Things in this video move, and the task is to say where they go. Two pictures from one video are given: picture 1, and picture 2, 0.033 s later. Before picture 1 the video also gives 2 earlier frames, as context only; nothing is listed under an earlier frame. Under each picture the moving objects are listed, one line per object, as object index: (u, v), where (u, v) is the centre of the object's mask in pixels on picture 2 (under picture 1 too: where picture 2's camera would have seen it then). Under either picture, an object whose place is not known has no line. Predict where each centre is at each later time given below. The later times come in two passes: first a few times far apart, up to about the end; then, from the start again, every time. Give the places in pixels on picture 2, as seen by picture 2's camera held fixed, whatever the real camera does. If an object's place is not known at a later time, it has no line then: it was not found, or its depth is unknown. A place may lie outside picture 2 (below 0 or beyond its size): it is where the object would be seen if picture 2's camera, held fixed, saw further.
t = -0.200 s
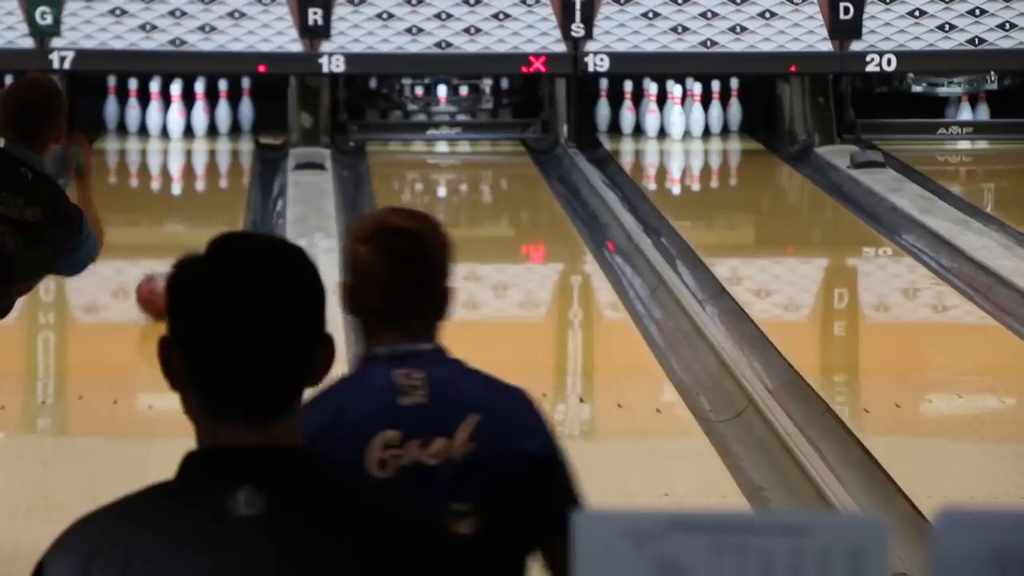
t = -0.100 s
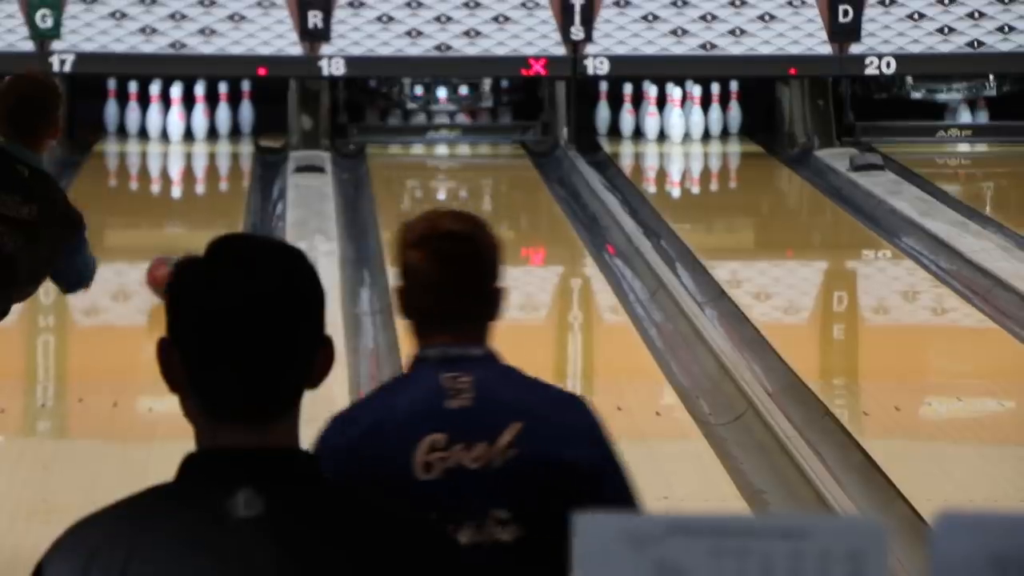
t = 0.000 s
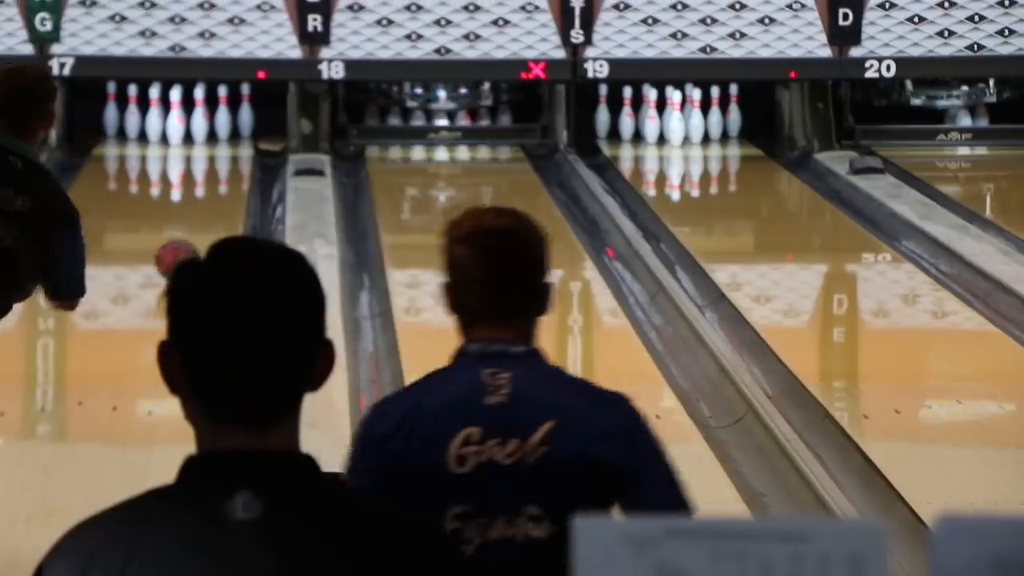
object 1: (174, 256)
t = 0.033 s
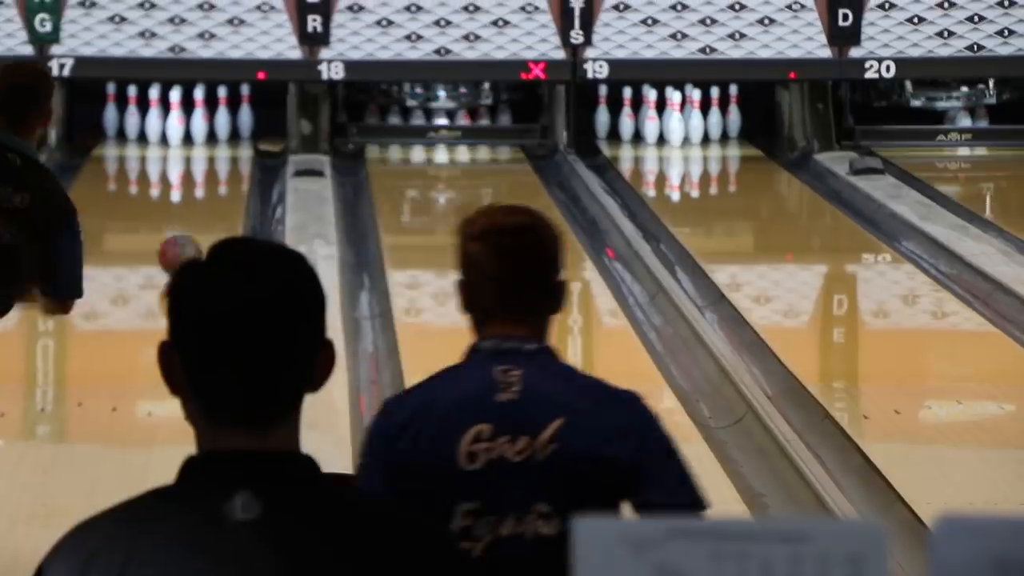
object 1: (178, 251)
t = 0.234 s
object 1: (196, 225)
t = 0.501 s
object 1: (206, 189)
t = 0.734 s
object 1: (207, 162)
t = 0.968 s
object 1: (200, 139)
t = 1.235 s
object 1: (199, 118)
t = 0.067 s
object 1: (181, 247)
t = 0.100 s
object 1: (185, 243)
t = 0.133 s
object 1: (188, 239)
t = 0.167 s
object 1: (190, 234)
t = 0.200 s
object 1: (192, 230)
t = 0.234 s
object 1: (196, 225)
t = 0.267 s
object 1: (197, 220)
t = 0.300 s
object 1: (198, 215)
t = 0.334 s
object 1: (200, 211)
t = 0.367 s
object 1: (202, 206)
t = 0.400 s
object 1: (203, 201)
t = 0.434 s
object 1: (204, 197)
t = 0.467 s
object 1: (205, 193)
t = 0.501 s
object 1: (206, 189)
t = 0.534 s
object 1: (207, 184)
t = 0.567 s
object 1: (207, 180)
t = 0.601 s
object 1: (208, 176)
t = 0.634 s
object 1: (208, 172)
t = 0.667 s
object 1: (208, 168)
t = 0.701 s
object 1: (207, 165)
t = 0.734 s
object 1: (207, 162)
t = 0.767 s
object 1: (206, 158)
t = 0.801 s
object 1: (206, 155)
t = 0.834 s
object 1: (205, 152)
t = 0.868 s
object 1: (205, 149)
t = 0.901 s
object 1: (204, 146)
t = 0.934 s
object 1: (202, 143)
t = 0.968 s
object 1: (200, 139)
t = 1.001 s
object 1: (198, 136)
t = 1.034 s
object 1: (196, 133)
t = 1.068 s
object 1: (199, 130)
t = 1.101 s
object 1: (201, 129)
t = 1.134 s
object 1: (203, 127)
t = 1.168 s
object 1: (204, 121)
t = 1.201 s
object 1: (200, 120)
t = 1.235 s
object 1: (199, 118)
